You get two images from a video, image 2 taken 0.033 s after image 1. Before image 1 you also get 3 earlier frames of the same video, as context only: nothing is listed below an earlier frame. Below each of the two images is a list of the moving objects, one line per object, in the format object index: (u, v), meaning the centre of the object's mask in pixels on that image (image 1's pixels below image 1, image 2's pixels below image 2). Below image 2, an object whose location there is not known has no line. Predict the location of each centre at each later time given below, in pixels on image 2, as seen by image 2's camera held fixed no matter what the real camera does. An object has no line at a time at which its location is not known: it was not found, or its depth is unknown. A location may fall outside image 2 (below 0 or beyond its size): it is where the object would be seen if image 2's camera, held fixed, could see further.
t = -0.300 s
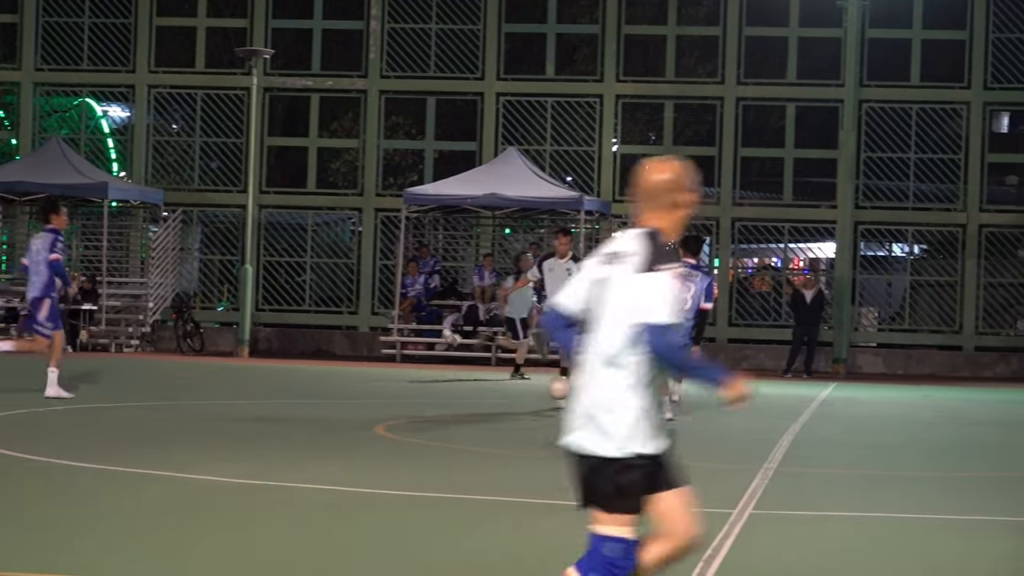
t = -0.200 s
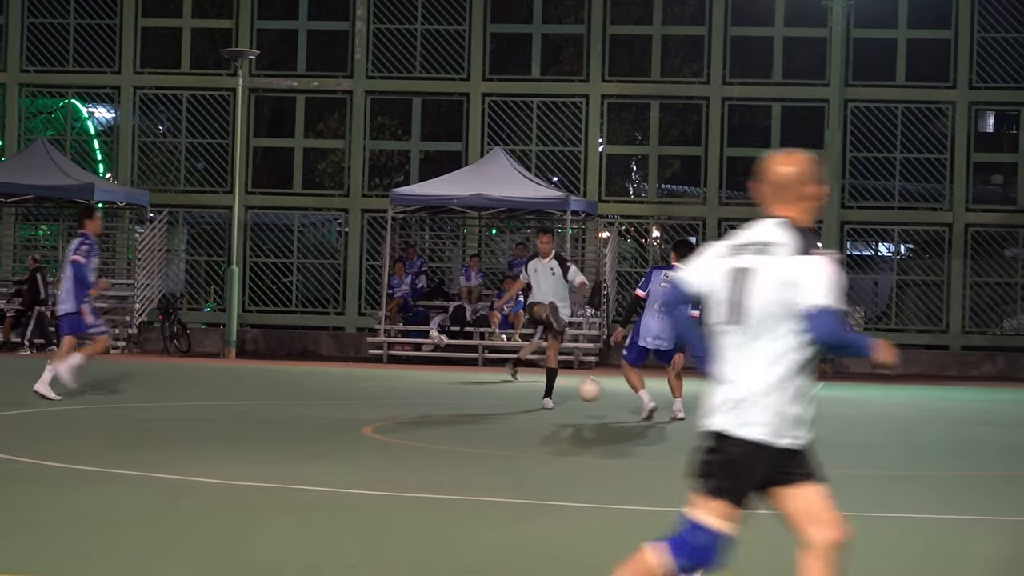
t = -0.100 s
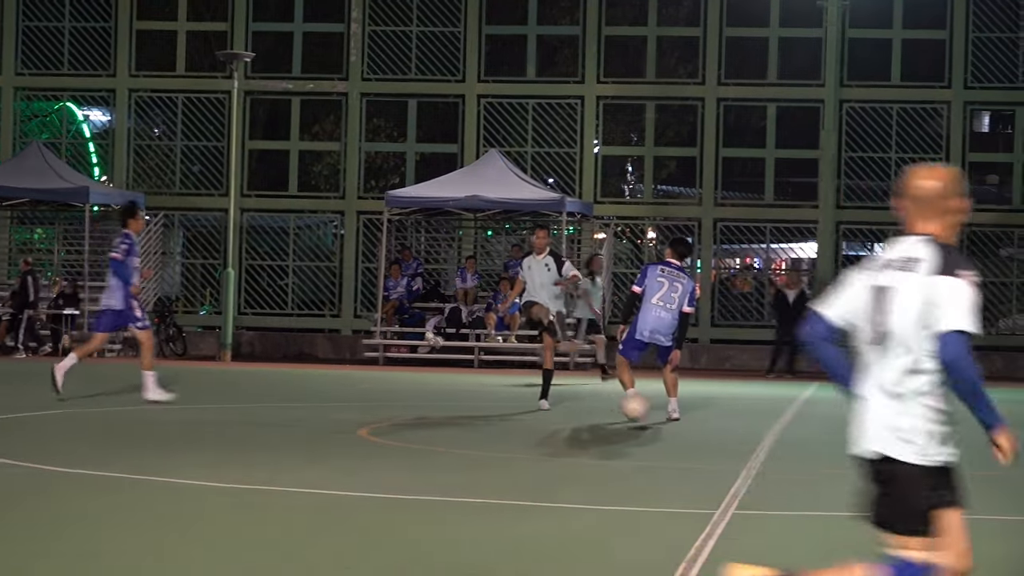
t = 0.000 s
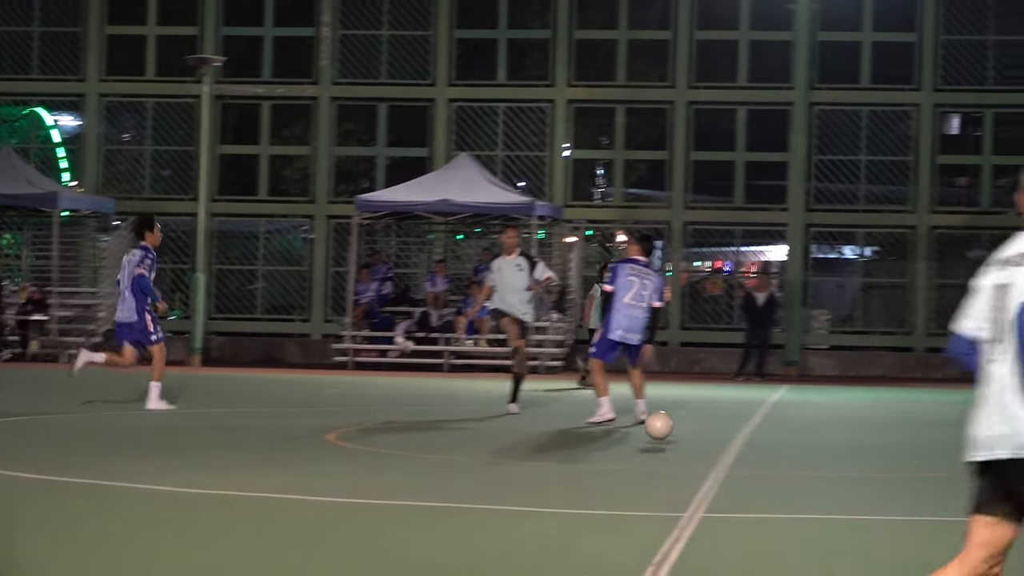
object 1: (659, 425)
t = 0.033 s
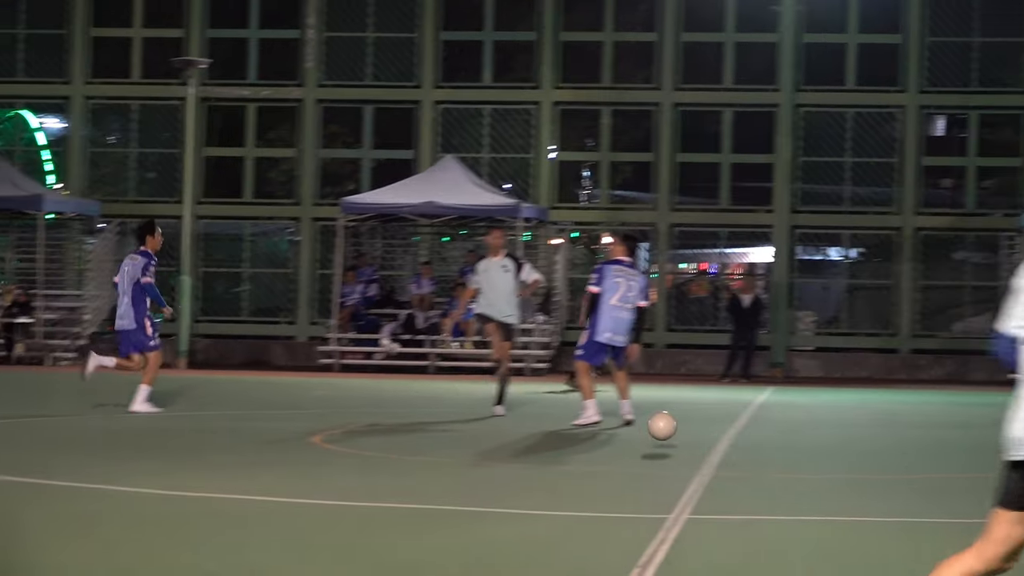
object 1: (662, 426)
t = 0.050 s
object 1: (672, 426)
